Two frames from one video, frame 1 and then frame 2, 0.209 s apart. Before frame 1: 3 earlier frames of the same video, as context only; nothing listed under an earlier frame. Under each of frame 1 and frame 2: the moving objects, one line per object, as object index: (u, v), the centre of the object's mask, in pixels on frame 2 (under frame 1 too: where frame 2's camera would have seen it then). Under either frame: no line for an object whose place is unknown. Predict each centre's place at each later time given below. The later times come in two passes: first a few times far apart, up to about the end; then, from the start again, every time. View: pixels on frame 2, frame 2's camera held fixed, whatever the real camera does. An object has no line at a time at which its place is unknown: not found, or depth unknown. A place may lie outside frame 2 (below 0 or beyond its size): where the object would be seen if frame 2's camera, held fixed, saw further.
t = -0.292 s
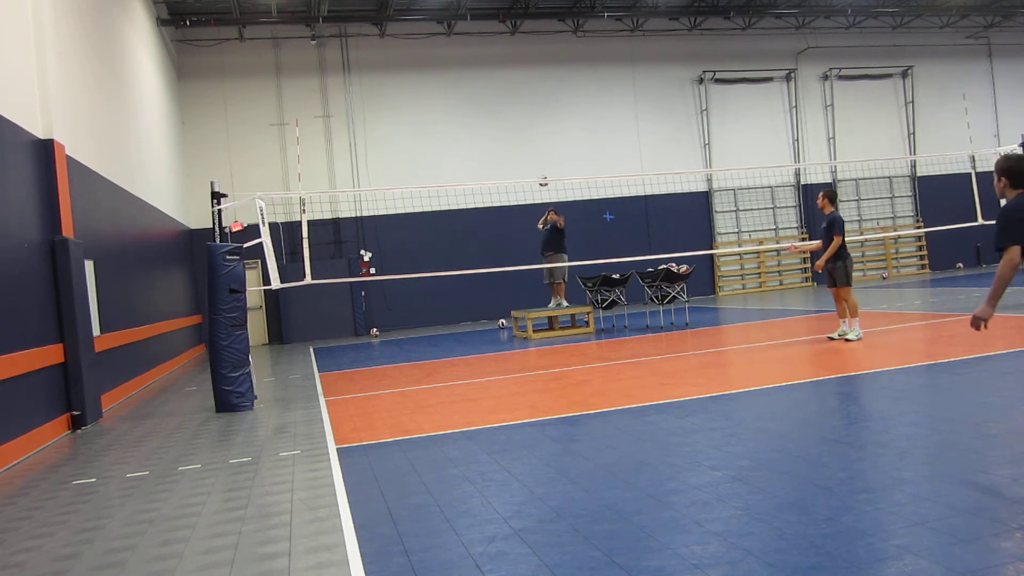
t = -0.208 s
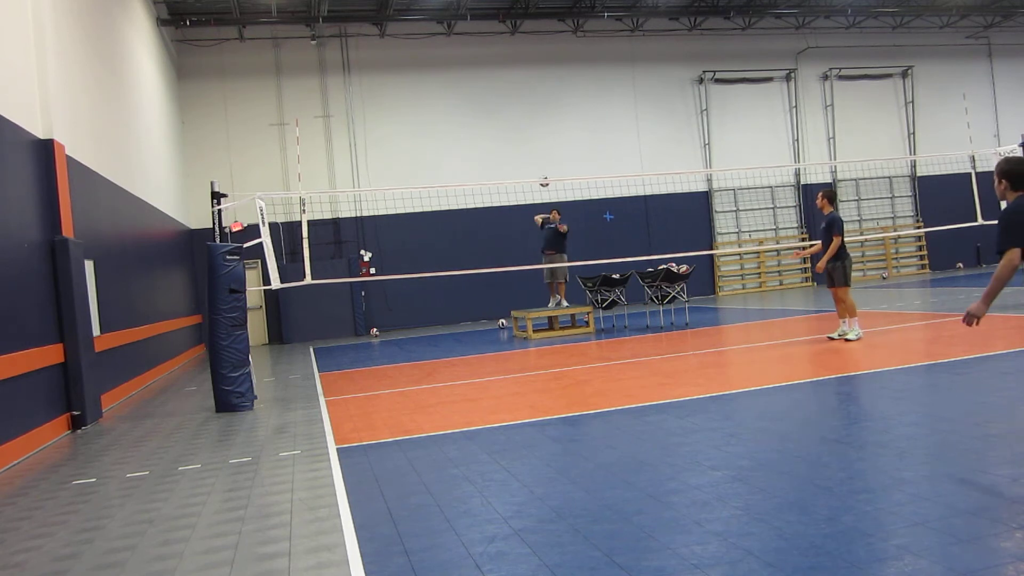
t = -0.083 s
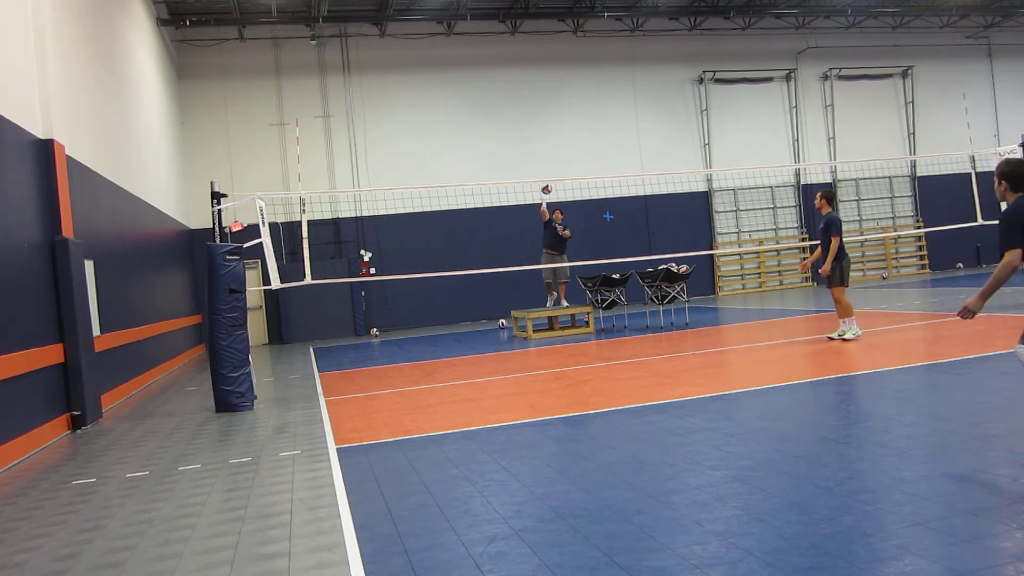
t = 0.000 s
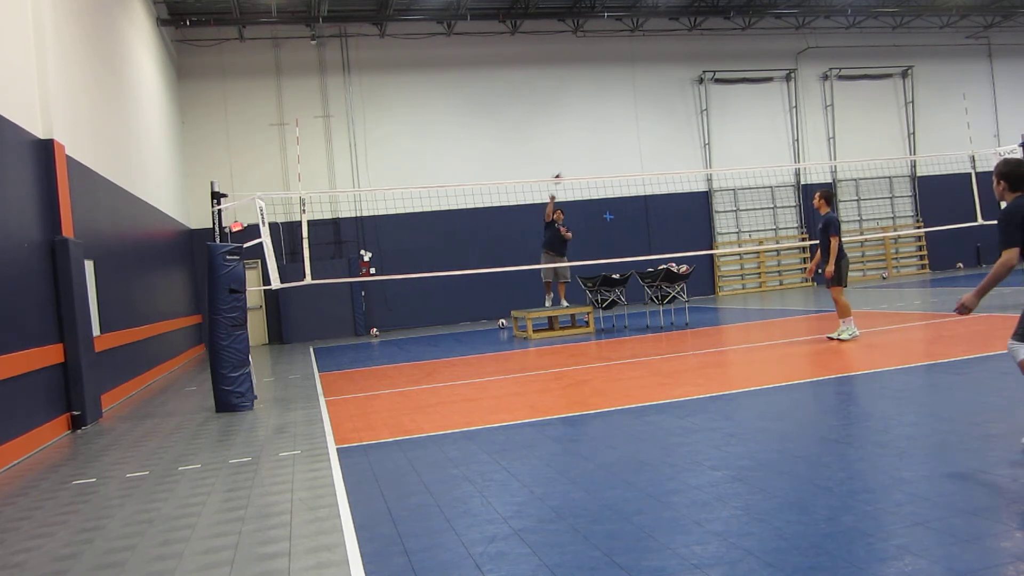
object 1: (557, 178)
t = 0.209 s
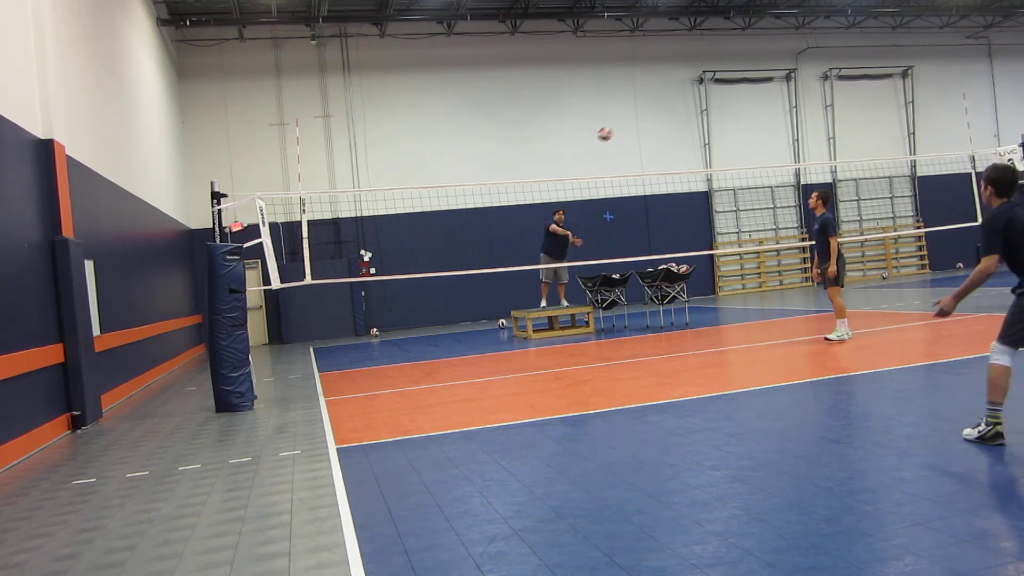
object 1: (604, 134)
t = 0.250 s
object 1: (616, 128)
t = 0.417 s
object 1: (672, 113)
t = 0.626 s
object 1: (773, 129)
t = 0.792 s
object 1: (894, 186)
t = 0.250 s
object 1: (616, 128)
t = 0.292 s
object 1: (628, 122)
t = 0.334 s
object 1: (642, 119)
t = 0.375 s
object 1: (656, 115)
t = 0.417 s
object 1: (672, 113)
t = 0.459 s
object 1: (689, 113)
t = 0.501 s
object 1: (707, 114)
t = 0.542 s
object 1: (727, 117)
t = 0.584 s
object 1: (749, 122)
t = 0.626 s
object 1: (773, 129)
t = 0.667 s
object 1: (798, 138)
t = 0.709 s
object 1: (827, 151)
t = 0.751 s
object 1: (860, 167)
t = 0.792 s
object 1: (894, 186)
